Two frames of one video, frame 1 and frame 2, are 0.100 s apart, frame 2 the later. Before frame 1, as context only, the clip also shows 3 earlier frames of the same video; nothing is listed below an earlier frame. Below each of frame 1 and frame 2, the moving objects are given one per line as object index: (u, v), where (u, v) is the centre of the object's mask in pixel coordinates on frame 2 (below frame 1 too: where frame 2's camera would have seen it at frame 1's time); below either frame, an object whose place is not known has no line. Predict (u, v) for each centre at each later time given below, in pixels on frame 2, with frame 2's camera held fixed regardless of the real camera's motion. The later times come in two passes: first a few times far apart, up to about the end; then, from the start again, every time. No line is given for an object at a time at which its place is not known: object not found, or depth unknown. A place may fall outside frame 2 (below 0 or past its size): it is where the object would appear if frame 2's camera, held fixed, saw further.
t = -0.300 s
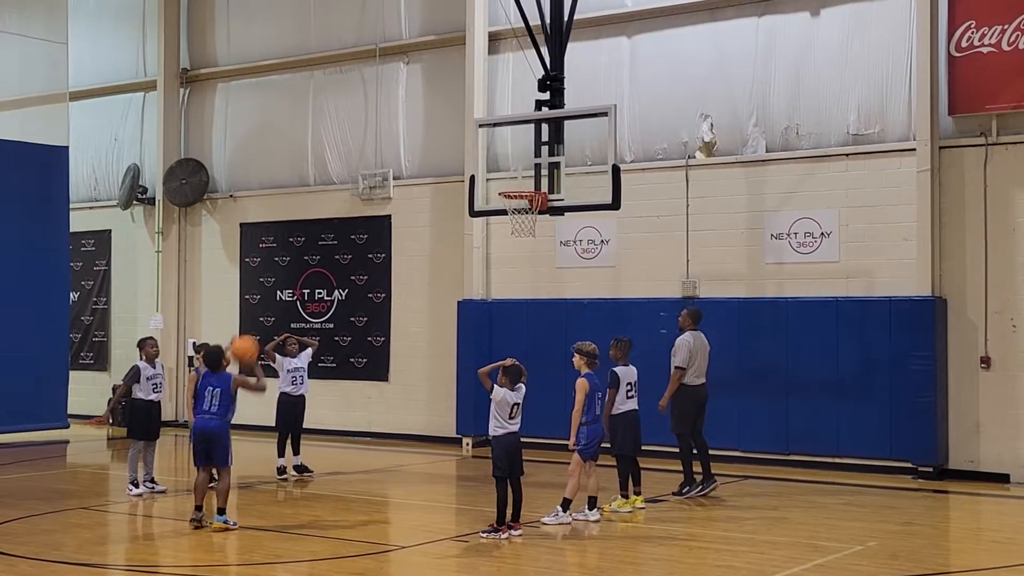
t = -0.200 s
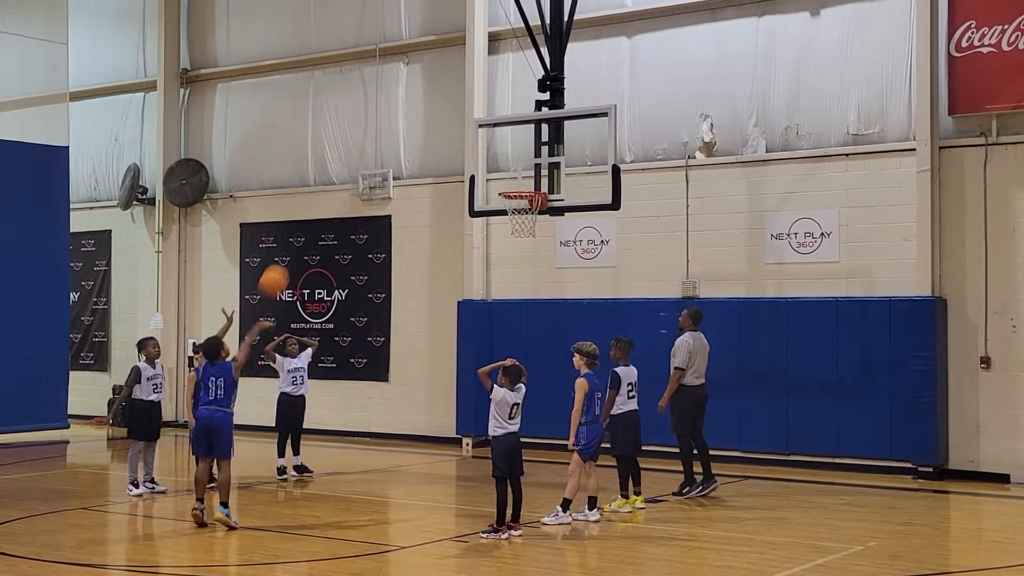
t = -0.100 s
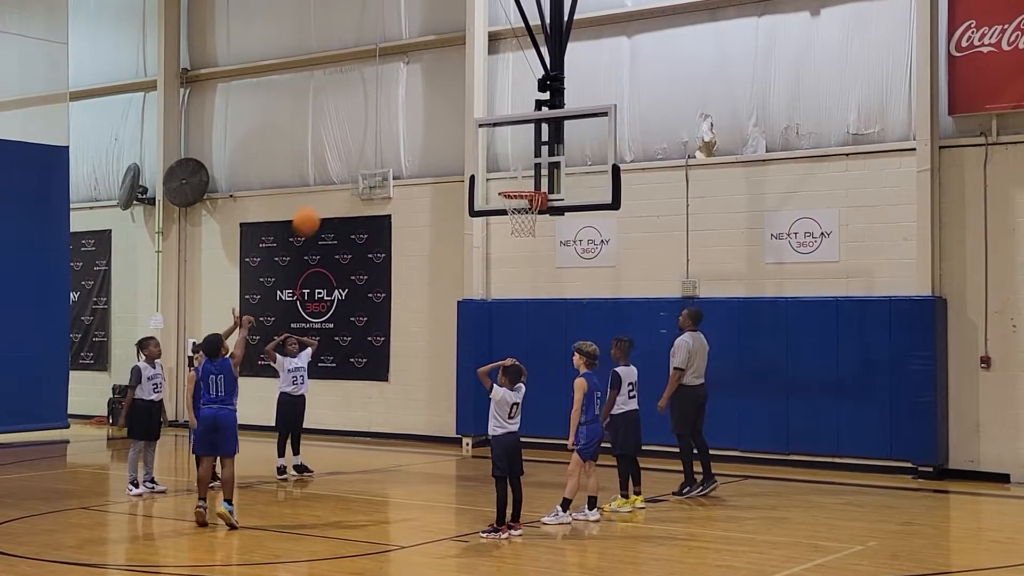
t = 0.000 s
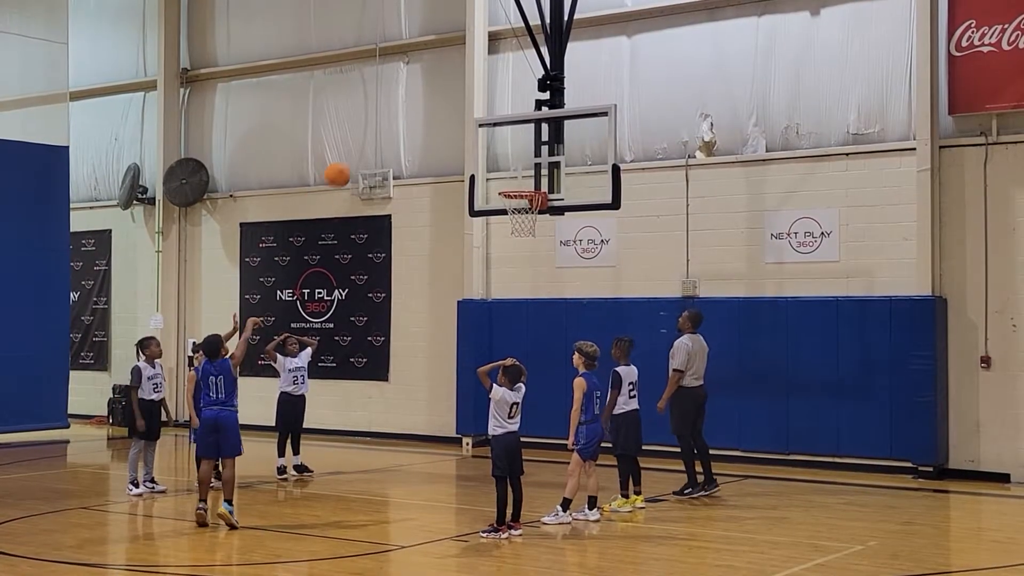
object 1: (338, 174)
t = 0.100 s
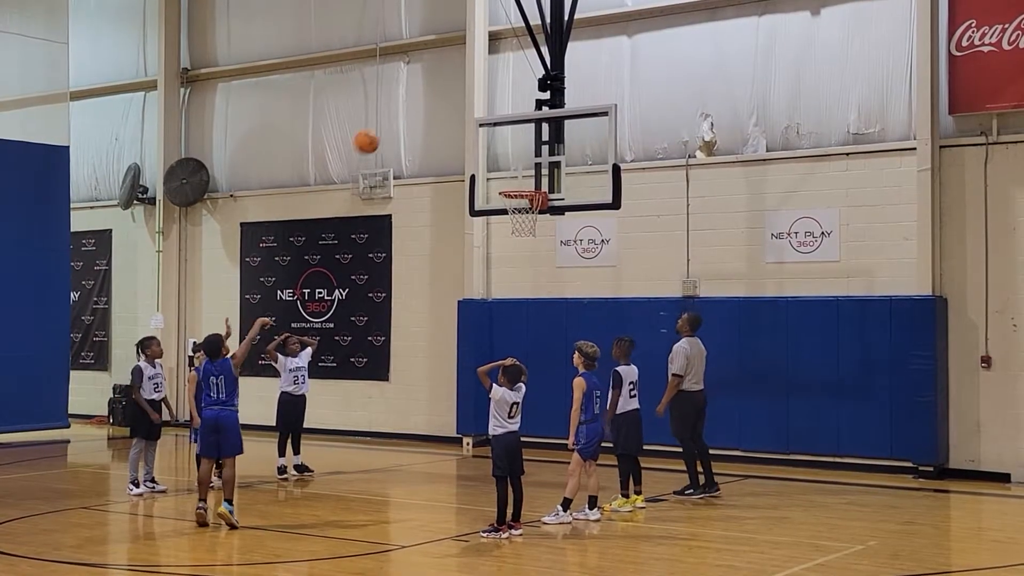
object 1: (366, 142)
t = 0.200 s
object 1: (392, 120)
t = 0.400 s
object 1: (440, 110)
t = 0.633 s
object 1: (488, 146)
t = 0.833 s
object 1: (531, 183)
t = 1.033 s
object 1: (541, 147)
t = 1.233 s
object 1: (546, 141)
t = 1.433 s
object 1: (551, 172)
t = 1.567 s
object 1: (555, 215)
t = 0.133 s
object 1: (375, 133)
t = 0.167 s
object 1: (384, 126)
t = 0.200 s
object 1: (392, 120)
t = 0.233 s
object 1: (401, 116)
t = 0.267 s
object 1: (409, 113)
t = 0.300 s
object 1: (417, 110)
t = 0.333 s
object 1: (425, 109)
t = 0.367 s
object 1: (433, 109)
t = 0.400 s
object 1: (440, 110)
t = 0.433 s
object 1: (447, 113)
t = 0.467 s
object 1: (454, 116)
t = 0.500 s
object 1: (461, 120)
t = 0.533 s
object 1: (468, 125)
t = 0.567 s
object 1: (475, 131)
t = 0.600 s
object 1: (482, 138)
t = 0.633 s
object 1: (488, 146)
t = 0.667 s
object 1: (494, 155)
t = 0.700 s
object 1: (501, 164)
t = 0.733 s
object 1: (507, 175)
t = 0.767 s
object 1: (513, 184)
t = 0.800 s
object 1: (522, 184)
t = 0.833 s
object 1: (531, 183)
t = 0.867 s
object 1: (536, 180)
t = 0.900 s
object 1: (537, 171)
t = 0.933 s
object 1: (538, 164)
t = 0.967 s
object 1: (539, 157)
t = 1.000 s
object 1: (540, 152)
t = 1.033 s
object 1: (541, 147)
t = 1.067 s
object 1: (542, 144)
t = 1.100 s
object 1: (542, 141)
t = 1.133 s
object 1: (543, 139)
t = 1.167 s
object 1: (544, 139)
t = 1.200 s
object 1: (545, 140)
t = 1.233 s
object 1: (546, 141)
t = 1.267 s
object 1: (547, 143)
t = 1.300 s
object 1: (547, 147)
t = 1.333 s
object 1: (548, 151)
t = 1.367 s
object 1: (549, 157)
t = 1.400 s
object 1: (550, 164)
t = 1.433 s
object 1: (551, 172)
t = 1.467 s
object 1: (552, 181)
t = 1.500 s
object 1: (553, 192)
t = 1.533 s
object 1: (554, 203)
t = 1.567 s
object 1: (555, 215)
